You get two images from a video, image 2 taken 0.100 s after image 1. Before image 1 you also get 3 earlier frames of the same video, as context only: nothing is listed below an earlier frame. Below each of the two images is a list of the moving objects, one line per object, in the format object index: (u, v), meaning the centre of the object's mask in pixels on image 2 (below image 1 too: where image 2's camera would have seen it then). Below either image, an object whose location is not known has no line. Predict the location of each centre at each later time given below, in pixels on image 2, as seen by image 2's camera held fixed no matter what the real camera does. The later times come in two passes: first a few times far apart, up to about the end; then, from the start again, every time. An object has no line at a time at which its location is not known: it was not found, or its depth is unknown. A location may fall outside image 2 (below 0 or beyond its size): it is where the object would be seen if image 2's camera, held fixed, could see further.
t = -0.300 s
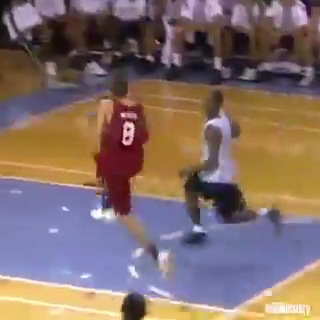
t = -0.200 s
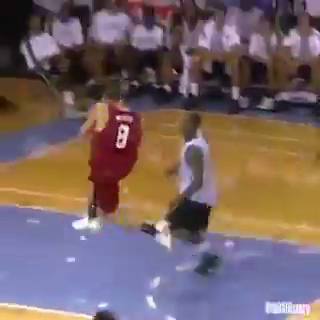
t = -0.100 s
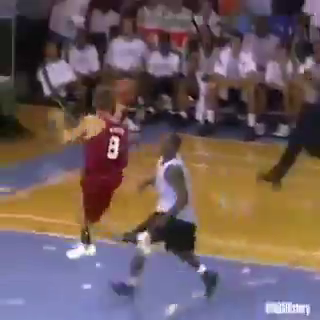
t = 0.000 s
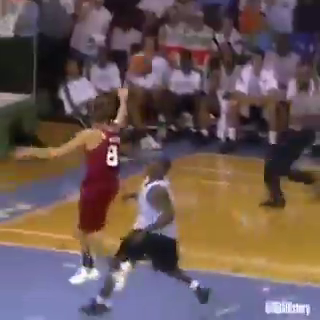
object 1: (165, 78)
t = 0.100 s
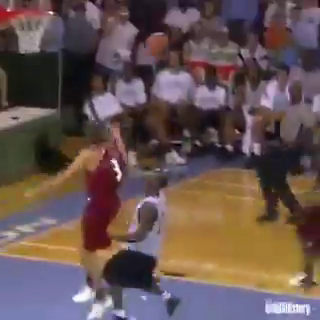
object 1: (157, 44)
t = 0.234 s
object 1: (147, 15)
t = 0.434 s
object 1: (135, 7)
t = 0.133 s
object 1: (156, 34)
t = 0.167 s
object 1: (152, 27)
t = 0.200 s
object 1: (151, 22)
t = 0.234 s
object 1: (147, 15)
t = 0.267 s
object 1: (145, 12)
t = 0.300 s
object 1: (143, 8)
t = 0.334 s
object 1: (140, 6)
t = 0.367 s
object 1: (138, 5)
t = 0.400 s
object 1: (137, 5)
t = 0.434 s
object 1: (135, 7)
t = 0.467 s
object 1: (130, 10)
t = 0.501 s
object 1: (129, 12)
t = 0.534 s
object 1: (128, 15)
